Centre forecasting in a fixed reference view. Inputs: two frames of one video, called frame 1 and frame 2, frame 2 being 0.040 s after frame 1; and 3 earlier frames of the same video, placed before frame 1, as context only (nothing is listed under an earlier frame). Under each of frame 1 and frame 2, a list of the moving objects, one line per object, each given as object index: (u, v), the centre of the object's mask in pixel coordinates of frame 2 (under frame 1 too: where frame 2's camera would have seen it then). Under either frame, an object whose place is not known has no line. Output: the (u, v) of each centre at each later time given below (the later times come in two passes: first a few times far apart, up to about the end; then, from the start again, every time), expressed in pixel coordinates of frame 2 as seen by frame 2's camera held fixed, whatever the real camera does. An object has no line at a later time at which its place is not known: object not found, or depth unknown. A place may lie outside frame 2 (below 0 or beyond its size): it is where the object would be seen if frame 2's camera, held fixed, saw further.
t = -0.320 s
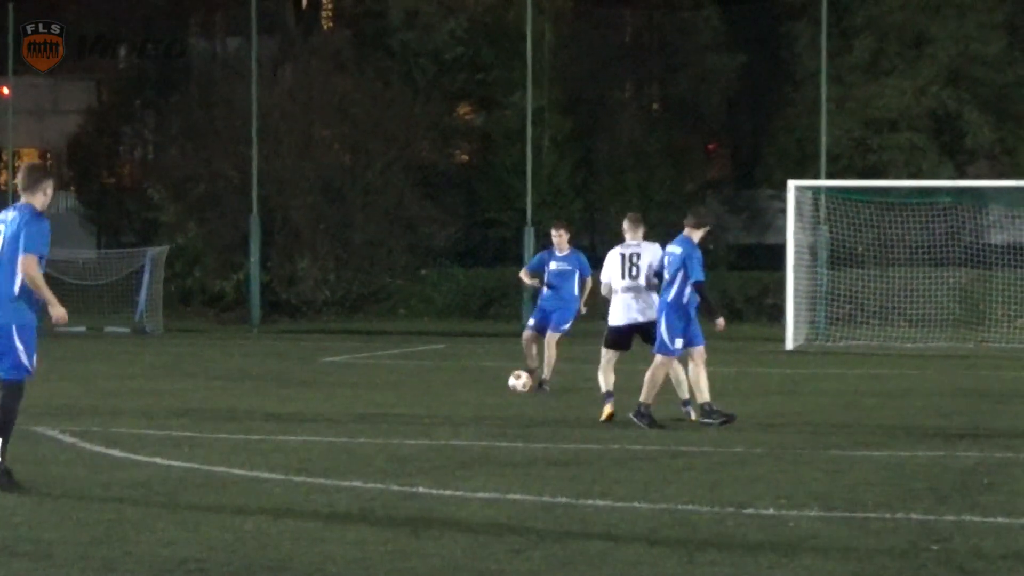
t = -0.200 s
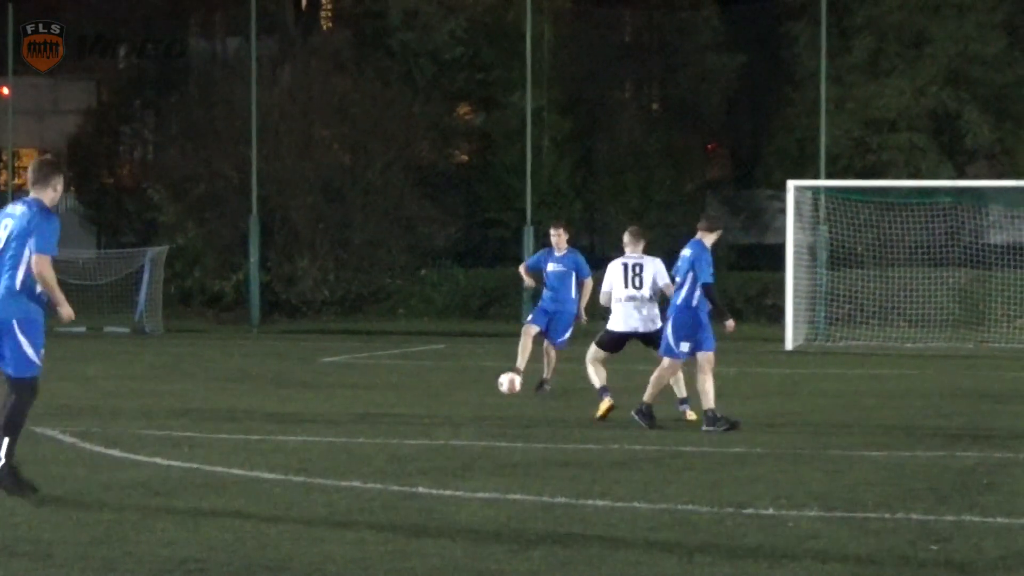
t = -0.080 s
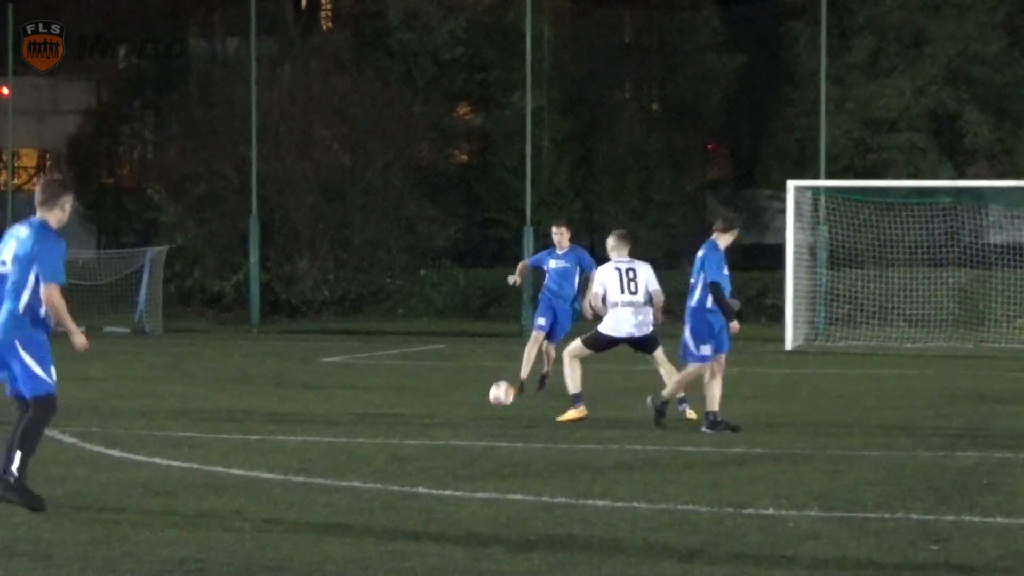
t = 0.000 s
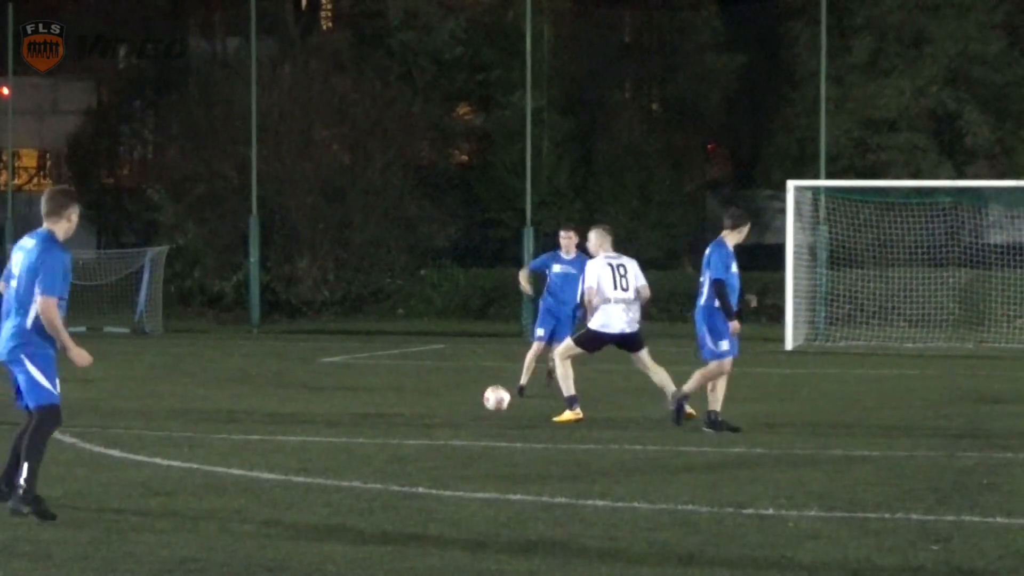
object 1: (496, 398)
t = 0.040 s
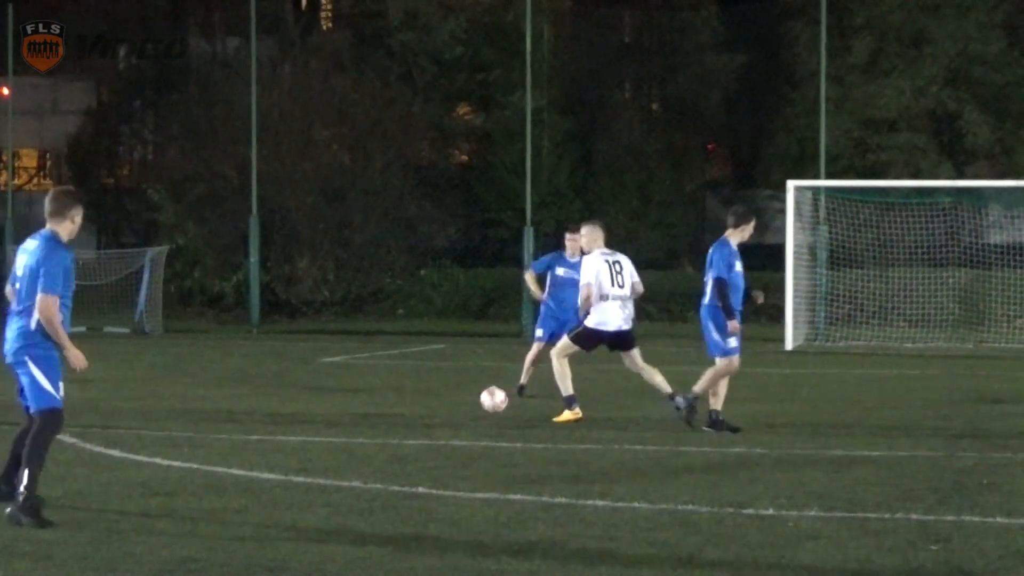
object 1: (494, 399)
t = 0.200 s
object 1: (484, 416)
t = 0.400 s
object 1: (470, 438)
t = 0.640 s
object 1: (448, 461)
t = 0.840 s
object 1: (427, 485)
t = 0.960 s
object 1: (413, 504)
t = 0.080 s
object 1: (492, 403)
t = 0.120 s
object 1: (489, 409)
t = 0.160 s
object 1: (487, 417)
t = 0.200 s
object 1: (484, 416)
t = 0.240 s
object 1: (481, 418)
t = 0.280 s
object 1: (478, 421)
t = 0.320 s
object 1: (476, 427)
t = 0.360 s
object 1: (472, 436)
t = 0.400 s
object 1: (470, 438)
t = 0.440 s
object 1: (466, 440)
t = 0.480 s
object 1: (463, 445)
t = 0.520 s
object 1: (459, 449)
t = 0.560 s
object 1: (456, 450)
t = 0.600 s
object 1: (452, 454)
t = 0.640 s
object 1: (448, 461)
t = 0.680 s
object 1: (443, 469)
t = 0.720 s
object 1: (440, 469)
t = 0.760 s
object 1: (436, 471)
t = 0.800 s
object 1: (431, 476)
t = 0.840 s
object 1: (427, 485)
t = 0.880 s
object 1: (422, 497)
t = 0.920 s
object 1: (418, 501)
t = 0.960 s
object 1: (413, 504)
